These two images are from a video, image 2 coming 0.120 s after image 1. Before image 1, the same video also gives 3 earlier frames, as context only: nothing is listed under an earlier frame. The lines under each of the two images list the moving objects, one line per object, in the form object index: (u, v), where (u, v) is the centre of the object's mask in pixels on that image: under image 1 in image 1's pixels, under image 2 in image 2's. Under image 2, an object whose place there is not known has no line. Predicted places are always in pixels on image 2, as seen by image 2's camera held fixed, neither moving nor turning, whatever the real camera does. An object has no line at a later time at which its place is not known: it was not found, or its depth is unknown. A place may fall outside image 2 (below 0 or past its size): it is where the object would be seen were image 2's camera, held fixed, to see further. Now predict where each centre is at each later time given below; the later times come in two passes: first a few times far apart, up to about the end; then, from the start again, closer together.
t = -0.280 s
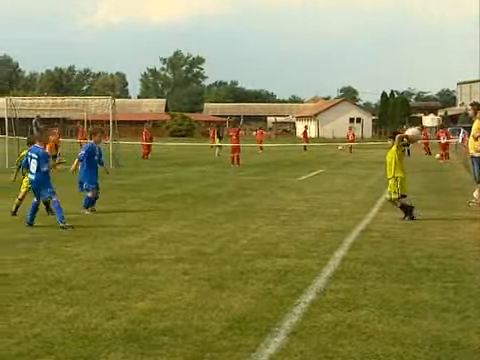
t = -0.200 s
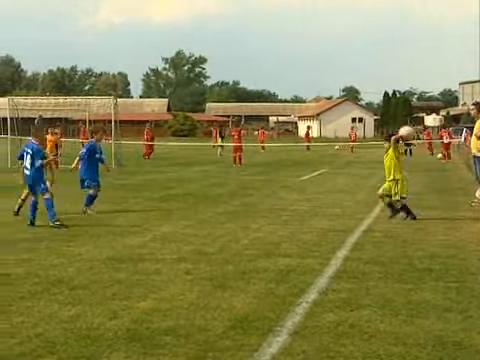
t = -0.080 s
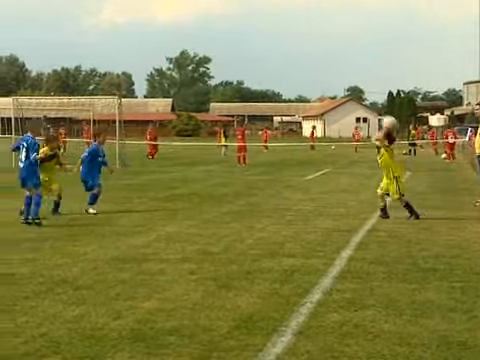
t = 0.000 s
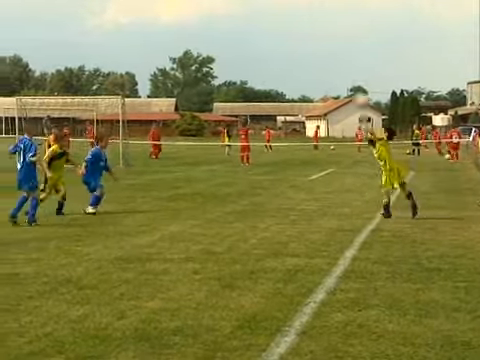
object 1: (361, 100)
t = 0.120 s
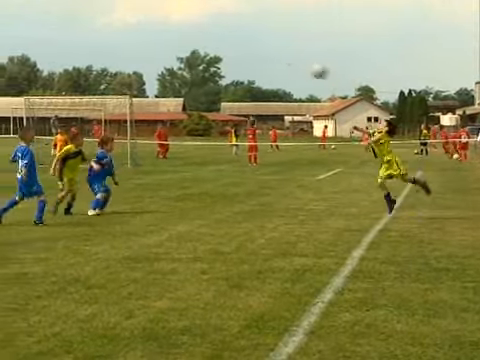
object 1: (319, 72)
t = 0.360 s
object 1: (216, 41)
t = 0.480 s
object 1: (166, 42)
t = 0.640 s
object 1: (100, 60)
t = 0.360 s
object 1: (216, 41)
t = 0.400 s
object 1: (199, 41)
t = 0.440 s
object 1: (182, 41)
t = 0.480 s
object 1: (166, 42)
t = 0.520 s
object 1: (149, 45)
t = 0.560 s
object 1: (133, 49)
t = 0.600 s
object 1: (116, 53)
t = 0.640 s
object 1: (100, 60)
